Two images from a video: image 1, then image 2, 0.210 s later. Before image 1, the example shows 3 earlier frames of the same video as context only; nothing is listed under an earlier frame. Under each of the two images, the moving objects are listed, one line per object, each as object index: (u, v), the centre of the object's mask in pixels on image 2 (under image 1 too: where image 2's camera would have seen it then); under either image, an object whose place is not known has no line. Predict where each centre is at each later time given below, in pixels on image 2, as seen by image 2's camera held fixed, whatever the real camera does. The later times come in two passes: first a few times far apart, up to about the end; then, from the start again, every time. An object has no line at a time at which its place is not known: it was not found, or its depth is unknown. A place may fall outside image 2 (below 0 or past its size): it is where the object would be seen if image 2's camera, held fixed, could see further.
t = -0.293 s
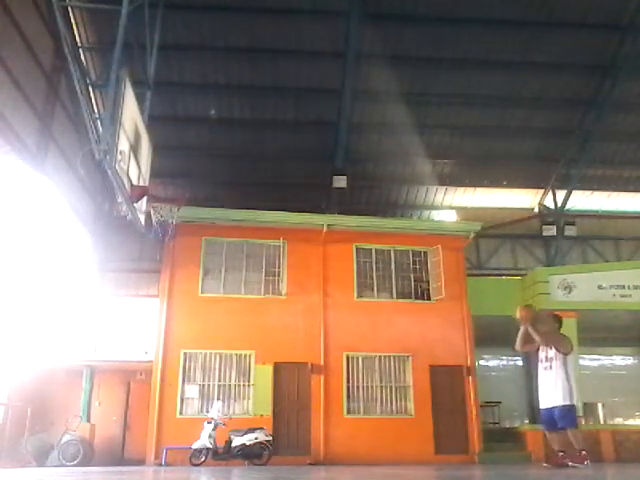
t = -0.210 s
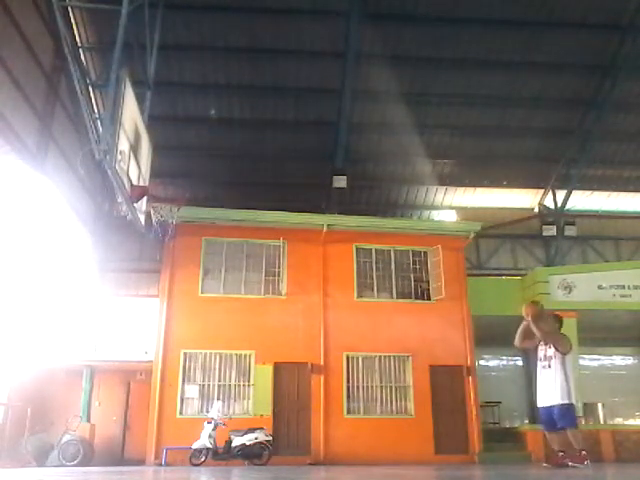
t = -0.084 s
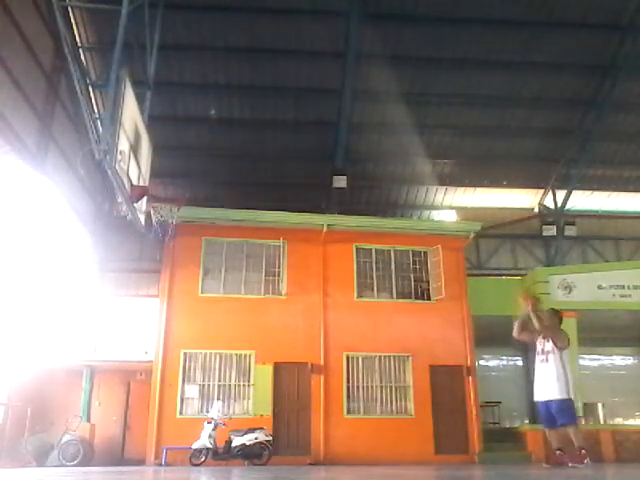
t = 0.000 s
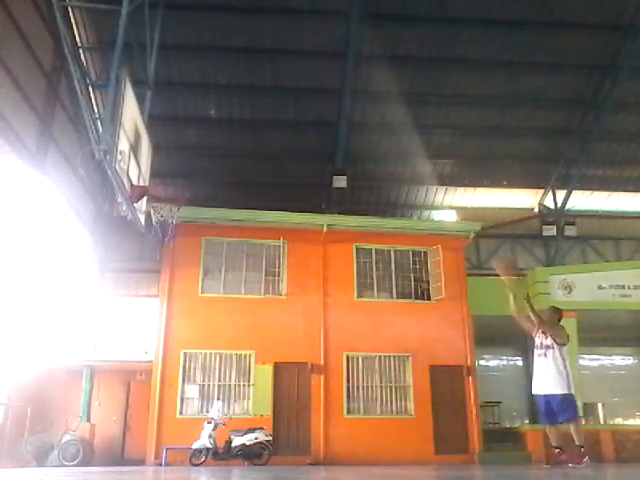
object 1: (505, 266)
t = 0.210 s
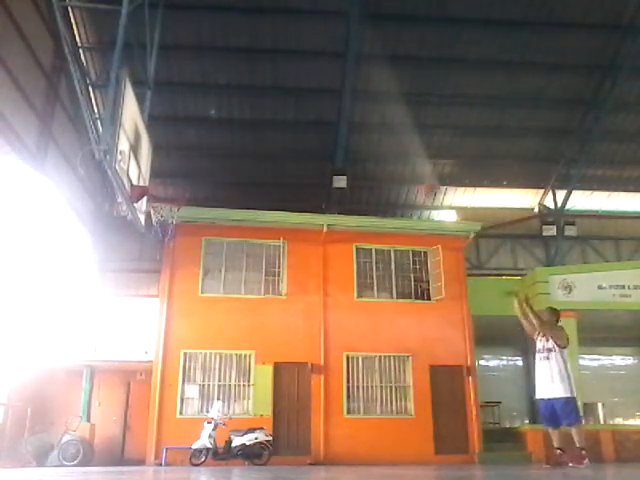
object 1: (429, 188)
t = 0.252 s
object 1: (417, 173)
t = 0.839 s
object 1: (223, 156)
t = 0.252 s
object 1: (417, 173)
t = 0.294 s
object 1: (398, 169)
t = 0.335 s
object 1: (387, 167)
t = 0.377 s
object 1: (372, 156)
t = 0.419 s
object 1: (359, 150)
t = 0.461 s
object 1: (346, 145)
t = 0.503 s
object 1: (334, 140)
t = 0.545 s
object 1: (320, 139)
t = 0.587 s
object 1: (306, 138)
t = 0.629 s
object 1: (294, 139)
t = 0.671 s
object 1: (280, 139)
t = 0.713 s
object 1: (268, 141)
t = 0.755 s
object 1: (254, 144)
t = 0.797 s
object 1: (238, 149)
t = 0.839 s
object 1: (223, 156)
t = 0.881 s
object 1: (208, 164)
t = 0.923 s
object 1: (195, 171)
